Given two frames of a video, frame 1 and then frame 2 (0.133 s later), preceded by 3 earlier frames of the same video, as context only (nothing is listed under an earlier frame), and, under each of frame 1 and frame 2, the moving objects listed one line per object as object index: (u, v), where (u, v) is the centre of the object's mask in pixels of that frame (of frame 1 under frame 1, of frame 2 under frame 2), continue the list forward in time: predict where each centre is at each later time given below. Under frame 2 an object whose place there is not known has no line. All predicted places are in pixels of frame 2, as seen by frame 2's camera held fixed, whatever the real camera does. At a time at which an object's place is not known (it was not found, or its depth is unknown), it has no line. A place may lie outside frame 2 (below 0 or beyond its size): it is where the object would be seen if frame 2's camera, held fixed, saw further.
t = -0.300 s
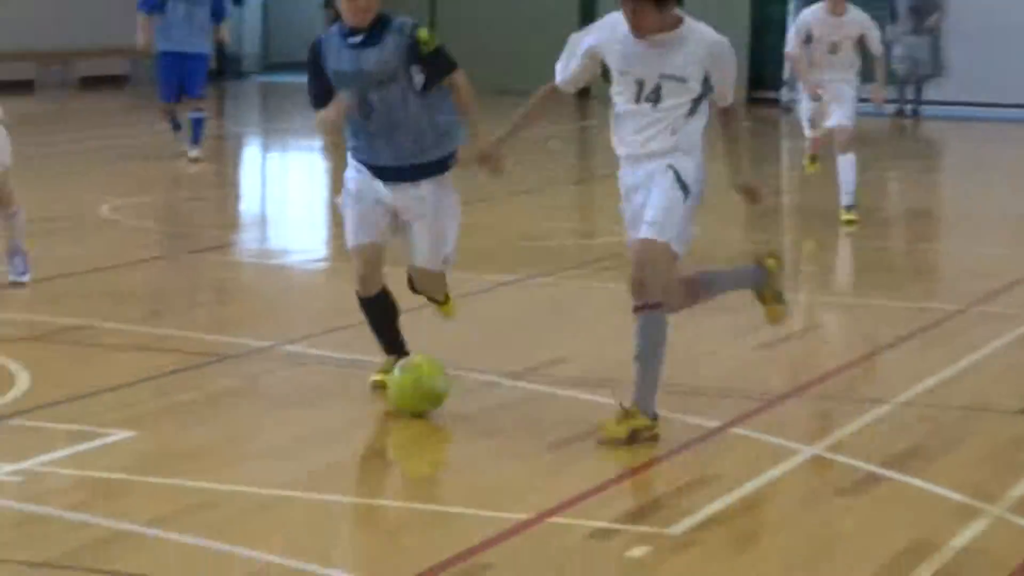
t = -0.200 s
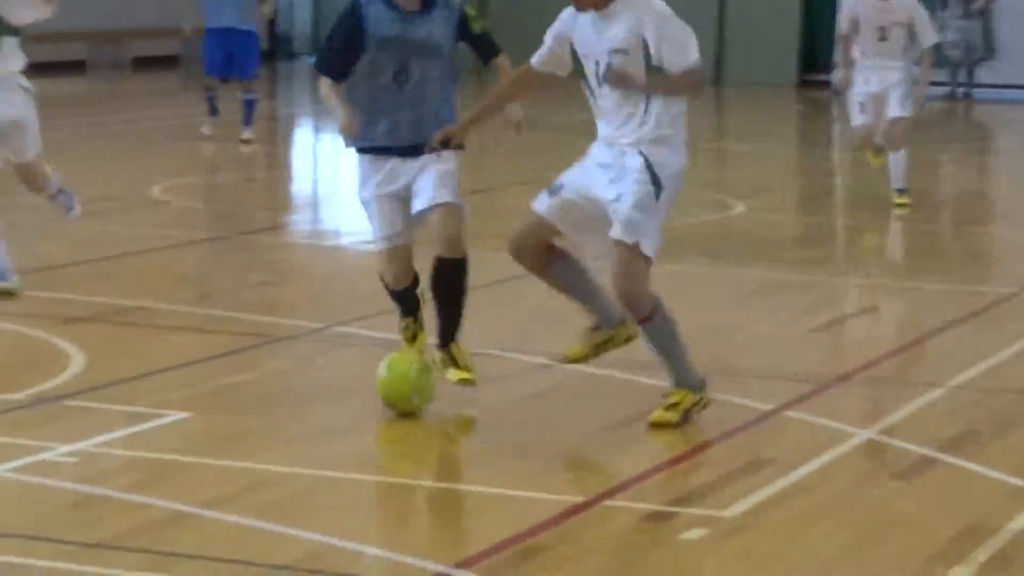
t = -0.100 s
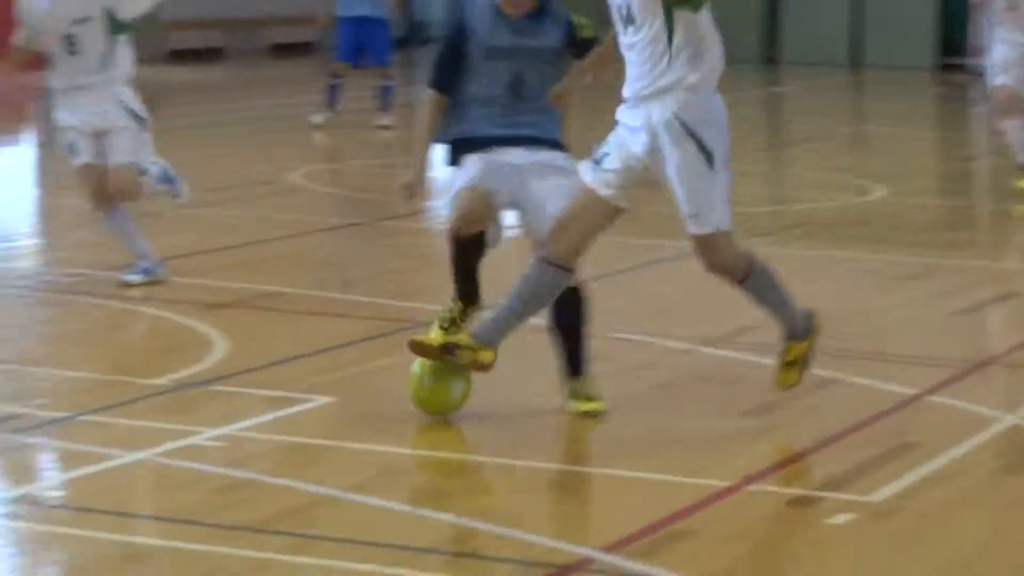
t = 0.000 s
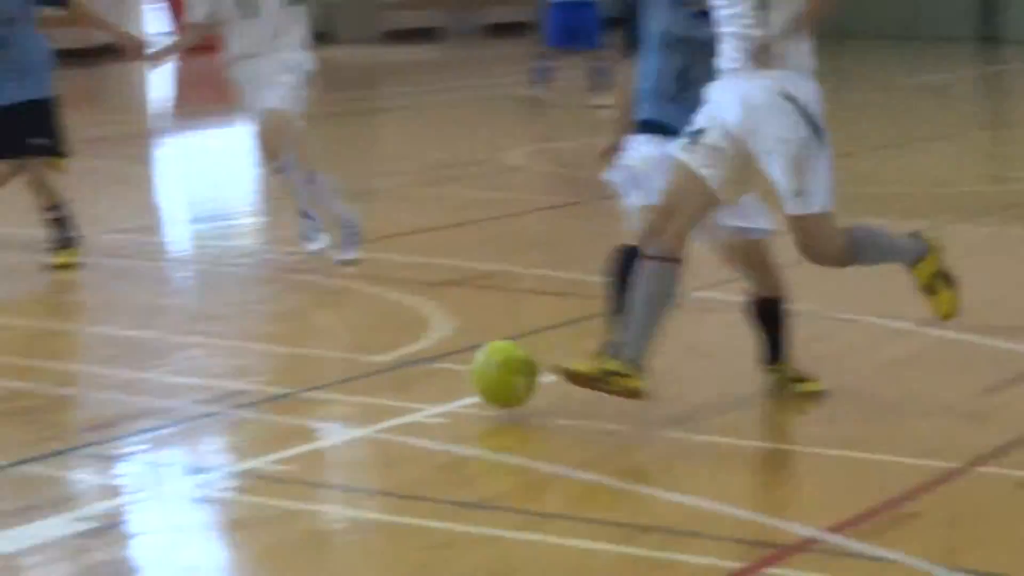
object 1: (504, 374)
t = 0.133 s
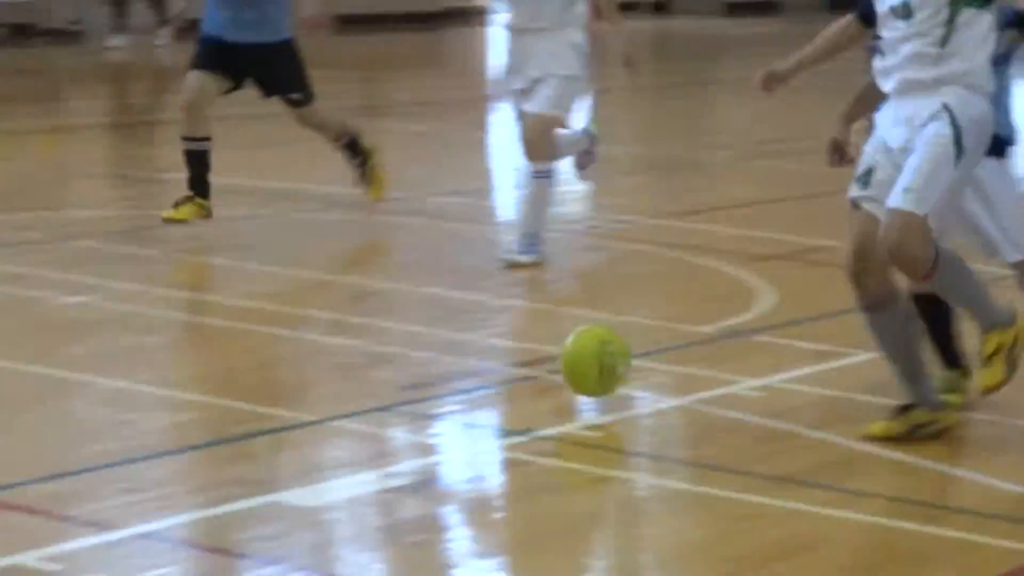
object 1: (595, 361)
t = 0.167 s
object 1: (536, 365)
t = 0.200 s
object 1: (476, 375)
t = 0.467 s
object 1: (-90, 423)
